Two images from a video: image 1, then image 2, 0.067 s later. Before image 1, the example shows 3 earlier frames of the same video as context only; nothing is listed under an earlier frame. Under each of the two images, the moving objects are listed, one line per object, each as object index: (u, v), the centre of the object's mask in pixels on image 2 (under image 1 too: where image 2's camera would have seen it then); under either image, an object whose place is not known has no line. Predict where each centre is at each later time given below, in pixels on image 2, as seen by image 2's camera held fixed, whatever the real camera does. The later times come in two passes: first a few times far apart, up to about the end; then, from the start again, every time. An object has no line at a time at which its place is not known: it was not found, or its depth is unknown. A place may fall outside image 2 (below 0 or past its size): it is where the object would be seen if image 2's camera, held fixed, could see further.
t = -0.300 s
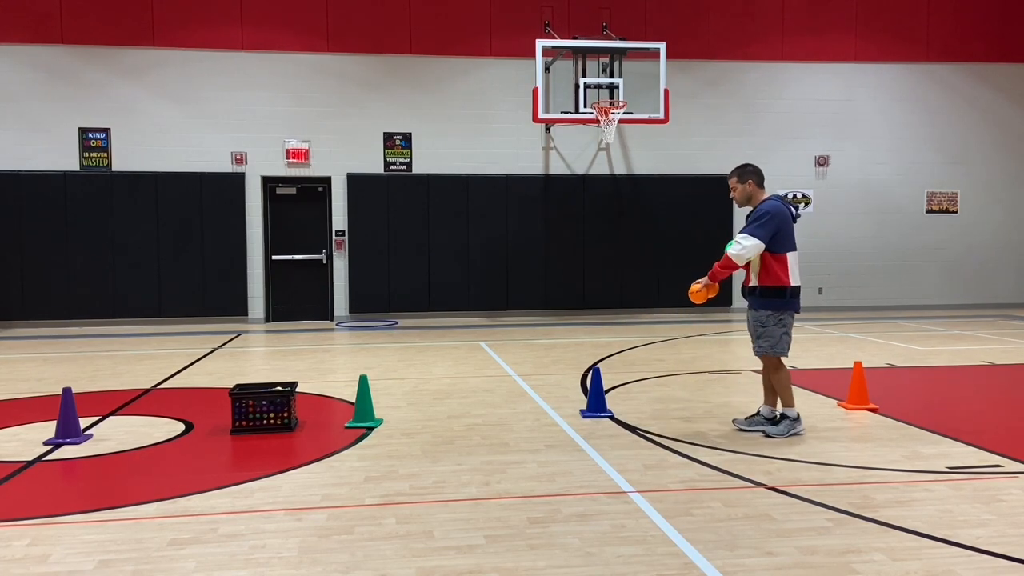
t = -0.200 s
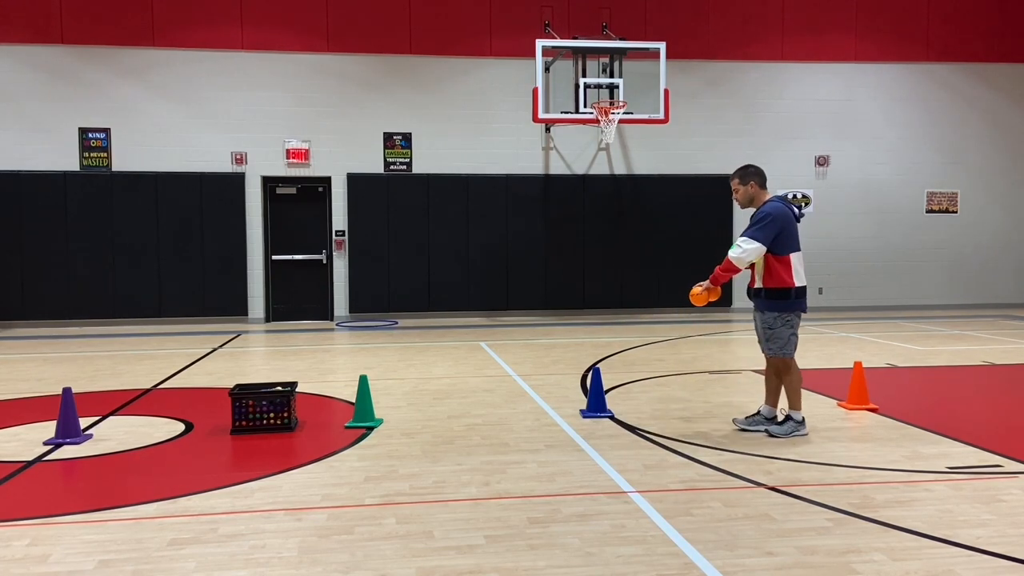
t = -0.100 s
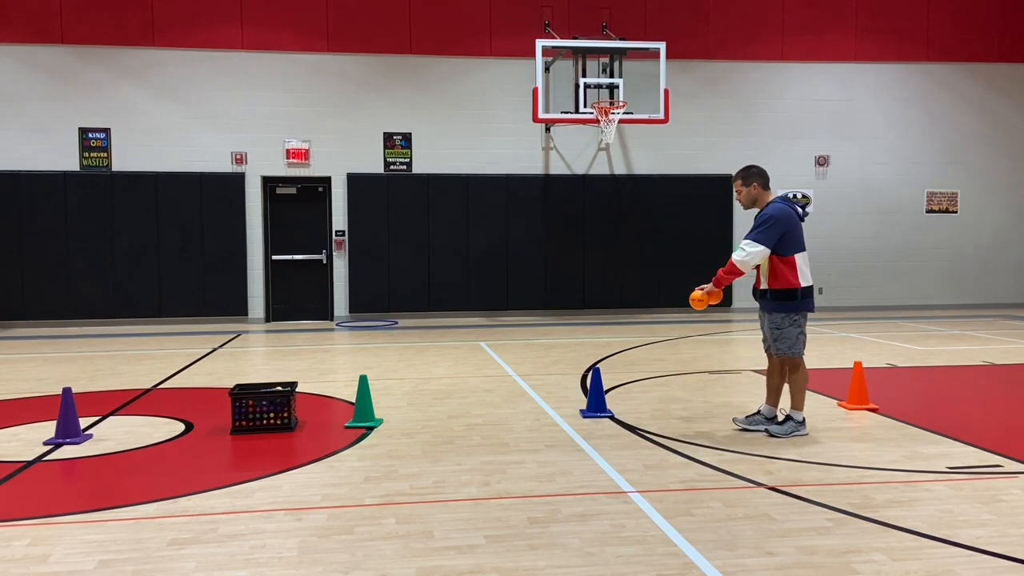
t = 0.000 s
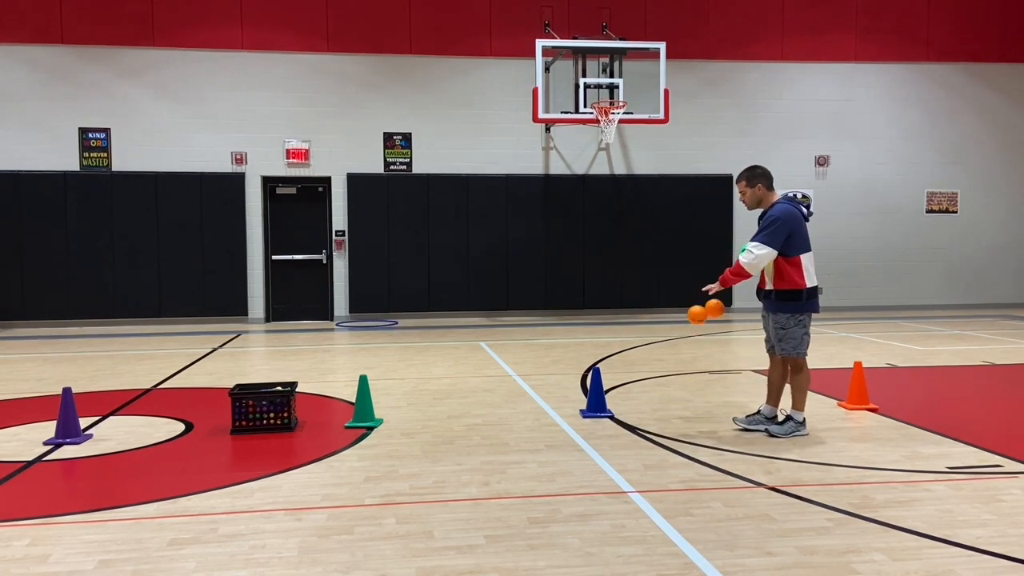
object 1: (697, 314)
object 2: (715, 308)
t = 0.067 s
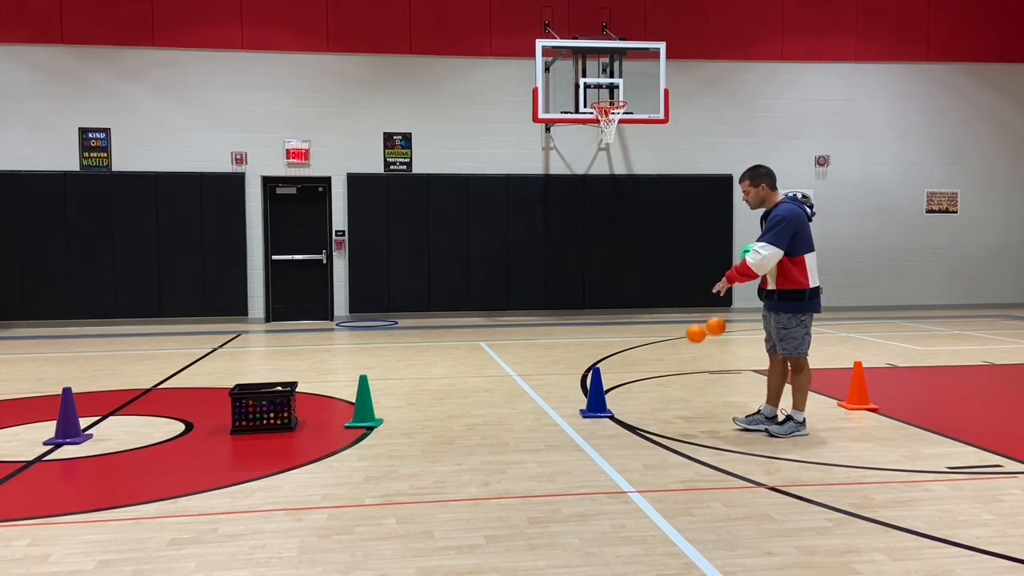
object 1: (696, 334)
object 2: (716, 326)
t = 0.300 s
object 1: (692, 413)
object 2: (721, 412)
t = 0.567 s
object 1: (691, 385)
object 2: (724, 377)
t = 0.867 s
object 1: (690, 410)
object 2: (727, 405)
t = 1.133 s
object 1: (689, 420)
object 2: (729, 414)
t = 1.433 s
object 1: (687, 427)
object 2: (729, 420)
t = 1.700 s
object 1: (684, 429)
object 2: (728, 421)
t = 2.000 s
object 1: (681, 429)
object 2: (726, 421)
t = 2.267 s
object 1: (680, 429)
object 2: (723, 421)
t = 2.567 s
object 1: (679, 429)
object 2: (719, 421)
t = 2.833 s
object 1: (680, 429)
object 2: (715, 421)
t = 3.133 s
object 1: (683, 428)
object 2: (711, 420)
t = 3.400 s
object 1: (685, 427)
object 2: (710, 420)
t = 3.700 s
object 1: (686, 427)
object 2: (711, 420)
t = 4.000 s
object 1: (686, 427)
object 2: (713, 420)
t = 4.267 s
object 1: (685, 427)
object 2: (713, 420)
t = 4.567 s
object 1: (684, 428)
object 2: (713, 420)
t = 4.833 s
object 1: (682, 428)
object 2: (713, 420)
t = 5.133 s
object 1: (682, 428)
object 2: (713, 420)
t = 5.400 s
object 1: (682, 429)
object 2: (713, 420)
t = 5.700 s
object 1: (682, 428)
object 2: (713, 420)
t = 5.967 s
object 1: (683, 428)
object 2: (713, 420)
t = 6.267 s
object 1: (684, 428)
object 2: (713, 421)
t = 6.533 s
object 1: (684, 428)
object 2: (713, 420)
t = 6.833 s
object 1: (684, 428)
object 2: (713, 420)
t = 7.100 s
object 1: (684, 428)
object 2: (713, 420)
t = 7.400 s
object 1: (683, 428)
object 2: (713, 420)
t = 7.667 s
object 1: (684, 428)
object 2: (713, 420)
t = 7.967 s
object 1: (684, 428)
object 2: (713, 421)
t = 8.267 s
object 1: (683, 428)
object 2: (713, 421)
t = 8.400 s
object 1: (684, 428)
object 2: (713, 420)
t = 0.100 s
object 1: (695, 346)
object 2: (716, 338)
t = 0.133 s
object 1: (694, 359)
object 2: (717, 351)
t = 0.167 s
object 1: (694, 374)
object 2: (718, 366)
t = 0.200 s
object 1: (693, 391)
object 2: (718, 382)
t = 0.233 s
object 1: (693, 409)
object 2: (719, 400)
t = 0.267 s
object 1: (692, 424)
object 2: (720, 419)
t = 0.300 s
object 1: (692, 413)
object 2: (721, 412)
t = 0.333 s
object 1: (692, 403)
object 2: (721, 402)
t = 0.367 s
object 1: (691, 395)
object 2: (721, 393)
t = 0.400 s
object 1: (691, 389)
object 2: (722, 386)
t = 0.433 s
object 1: (691, 385)
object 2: (722, 381)
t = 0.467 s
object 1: (691, 382)
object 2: (723, 378)
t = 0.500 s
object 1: (691, 381)
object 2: (723, 376)
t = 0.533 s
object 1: (691, 382)
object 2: (724, 376)
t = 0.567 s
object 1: (691, 385)
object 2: (724, 377)
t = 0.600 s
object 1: (691, 389)
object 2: (724, 381)
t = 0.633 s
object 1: (691, 395)
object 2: (725, 386)
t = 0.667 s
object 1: (690, 403)
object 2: (725, 392)
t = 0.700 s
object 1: (690, 413)
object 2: (726, 400)
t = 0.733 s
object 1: (690, 424)
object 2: (726, 410)
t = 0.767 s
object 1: (690, 421)
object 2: (727, 421)
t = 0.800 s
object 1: (690, 416)
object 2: (727, 414)
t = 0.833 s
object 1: (690, 412)
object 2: (727, 409)
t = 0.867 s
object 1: (690, 410)
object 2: (727, 405)
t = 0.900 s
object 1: (690, 409)
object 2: (728, 404)
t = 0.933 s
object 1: (690, 411)
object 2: (728, 404)
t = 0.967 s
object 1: (690, 414)
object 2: (728, 405)
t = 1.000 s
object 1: (690, 419)
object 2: (728, 408)
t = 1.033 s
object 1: (689, 425)
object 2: (729, 413)
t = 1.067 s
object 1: (689, 424)
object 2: (729, 420)
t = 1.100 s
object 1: (689, 421)
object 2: (729, 417)
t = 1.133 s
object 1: (689, 420)
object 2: (729, 414)
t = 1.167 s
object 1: (689, 420)
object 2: (729, 414)
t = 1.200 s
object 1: (689, 423)
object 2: (729, 414)
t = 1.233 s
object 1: (689, 427)
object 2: (729, 417)
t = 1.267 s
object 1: (688, 426)
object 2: (729, 420)
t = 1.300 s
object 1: (688, 424)
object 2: (729, 419)
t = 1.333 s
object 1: (688, 425)
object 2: (729, 418)
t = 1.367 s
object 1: (688, 427)
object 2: (729, 419)
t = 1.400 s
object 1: (687, 427)
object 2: (729, 420)
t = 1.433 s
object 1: (687, 427)
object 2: (729, 420)
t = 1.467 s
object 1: (687, 427)
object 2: (729, 420)
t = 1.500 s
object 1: (686, 428)
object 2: (729, 420)
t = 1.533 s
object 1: (686, 427)
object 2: (729, 420)
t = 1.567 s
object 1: (685, 428)
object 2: (729, 420)
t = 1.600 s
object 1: (685, 428)
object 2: (729, 421)
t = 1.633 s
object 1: (684, 428)
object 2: (729, 421)
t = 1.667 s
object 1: (684, 429)
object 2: (728, 421)
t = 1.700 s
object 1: (684, 429)
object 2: (728, 421)
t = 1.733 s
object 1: (683, 429)
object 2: (728, 421)
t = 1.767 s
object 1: (683, 429)
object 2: (728, 421)
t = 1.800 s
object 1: (682, 429)
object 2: (727, 421)
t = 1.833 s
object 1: (682, 429)
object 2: (727, 421)
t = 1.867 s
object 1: (682, 429)
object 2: (727, 421)
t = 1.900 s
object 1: (681, 429)
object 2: (727, 421)
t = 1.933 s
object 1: (681, 429)
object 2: (726, 421)
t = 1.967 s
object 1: (681, 429)
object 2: (726, 421)
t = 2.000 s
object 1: (681, 429)
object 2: (726, 421)
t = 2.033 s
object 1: (680, 429)
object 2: (726, 421)
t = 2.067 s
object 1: (680, 429)
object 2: (725, 421)
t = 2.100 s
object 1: (680, 429)
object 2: (725, 421)
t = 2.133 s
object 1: (680, 429)
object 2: (725, 421)
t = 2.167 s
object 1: (680, 429)
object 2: (725, 421)
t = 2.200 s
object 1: (680, 429)
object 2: (724, 421)
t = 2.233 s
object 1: (680, 429)
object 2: (724, 421)
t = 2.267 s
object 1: (680, 429)
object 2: (723, 421)
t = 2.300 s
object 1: (679, 429)
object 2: (723, 421)
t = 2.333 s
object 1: (679, 429)
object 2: (722, 422)
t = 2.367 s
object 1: (679, 429)
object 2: (722, 421)
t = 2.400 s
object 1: (679, 430)
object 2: (721, 421)
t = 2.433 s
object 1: (679, 429)
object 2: (721, 421)
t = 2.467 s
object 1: (679, 429)
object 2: (720, 421)
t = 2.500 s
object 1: (679, 429)
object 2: (720, 421)
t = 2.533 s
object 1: (679, 429)
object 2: (719, 421)
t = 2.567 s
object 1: (679, 429)
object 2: (719, 421)
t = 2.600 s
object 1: (679, 429)
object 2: (718, 421)
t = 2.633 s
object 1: (679, 429)
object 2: (718, 421)
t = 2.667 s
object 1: (679, 429)
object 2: (717, 421)
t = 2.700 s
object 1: (680, 429)
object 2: (717, 421)
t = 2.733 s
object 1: (680, 429)
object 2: (716, 421)
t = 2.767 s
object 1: (680, 429)
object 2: (716, 421)
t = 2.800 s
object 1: (680, 429)
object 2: (715, 421)
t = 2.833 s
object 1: (680, 429)
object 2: (715, 421)
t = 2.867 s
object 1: (681, 429)
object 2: (714, 421)
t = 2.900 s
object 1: (681, 429)
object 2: (714, 421)
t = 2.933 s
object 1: (681, 429)
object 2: (714, 421)
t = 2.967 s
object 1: (681, 429)
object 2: (713, 421)
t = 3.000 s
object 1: (682, 428)
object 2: (713, 421)
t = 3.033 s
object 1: (682, 428)
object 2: (712, 420)
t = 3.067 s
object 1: (682, 428)
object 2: (712, 421)
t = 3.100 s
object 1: (683, 428)
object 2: (712, 421)
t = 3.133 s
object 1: (683, 428)
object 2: (711, 420)
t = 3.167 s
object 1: (683, 428)
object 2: (711, 420)
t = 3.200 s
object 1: (684, 428)
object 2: (711, 420)
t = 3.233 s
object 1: (684, 428)
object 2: (711, 420)
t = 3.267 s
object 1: (684, 428)
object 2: (710, 420)
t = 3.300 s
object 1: (684, 428)
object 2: (710, 420)
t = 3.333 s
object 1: (685, 428)
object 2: (710, 420)
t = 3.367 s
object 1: (685, 428)
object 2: (710, 420)
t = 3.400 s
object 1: (685, 427)
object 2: (710, 420)
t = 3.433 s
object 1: (685, 427)
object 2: (710, 420)
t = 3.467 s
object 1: (686, 427)
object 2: (710, 420)
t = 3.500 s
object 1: (686, 427)
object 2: (710, 420)
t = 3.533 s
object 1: (686, 427)
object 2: (710, 420)
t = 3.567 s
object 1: (686, 427)
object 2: (710, 420)
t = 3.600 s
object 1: (686, 427)
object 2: (710, 420)
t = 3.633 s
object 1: (686, 427)
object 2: (710, 420)
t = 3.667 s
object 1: (686, 427)
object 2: (710, 420)
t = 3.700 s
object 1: (686, 427)
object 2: (711, 420)
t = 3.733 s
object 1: (686, 427)
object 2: (711, 420)
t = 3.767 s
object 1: (686, 427)
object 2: (711, 420)
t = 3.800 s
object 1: (686, 427)
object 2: (712, 420)
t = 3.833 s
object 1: (686, 427)
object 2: (712, 420)
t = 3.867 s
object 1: (686, 427)
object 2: (712, 420)
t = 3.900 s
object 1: (686, 427)
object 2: (713, 420)
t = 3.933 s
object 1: (686, 427)
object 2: (713, 420)
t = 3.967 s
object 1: (686, 427)
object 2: (713, 420)
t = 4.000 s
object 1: (686, 427)
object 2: (713, 420)
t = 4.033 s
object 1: (686, 427)
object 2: (713, 420)
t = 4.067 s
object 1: (686, 427)
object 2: (713, 420)
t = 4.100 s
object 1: (686, 427)
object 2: (713, 420)
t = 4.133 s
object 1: (686, 427)
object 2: (713, 420)
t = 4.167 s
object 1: (686, 427)
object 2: (713, 420)
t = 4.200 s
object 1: (686, 427)
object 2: (713, 420)
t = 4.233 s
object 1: (686, 427)
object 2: (713, 420)
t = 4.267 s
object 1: (685, 427)
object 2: (713, 420)
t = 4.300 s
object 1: (685, 427)
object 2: (713, 420)
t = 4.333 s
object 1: (685, 427)
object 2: (713, 420)
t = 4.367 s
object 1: (685, 427)
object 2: (713, 420)
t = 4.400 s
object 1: (685, 427)
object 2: (713, 420)
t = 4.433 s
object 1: (685, 427)
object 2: (713, 420)
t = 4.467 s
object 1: (684, 428)
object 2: (713, 420)
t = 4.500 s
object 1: (684, 428)
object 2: (713, 420)
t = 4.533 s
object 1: (684, 428)
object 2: (713, 420)
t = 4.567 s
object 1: (684, 428)
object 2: (713, 420)
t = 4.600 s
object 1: (684, 428)
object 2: (713, 420)
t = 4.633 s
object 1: (684, 428)
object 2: (713, 420)
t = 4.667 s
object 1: (683, 428)
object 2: (713, 420)
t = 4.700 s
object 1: (683, 428)
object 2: (713, 420)
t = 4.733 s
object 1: (683, 428)
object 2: (713, 420)
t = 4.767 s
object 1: (683, 428)
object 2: (713, 420)
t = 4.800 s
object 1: (682, 428)
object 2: (713, 420)
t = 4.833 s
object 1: (682, 428)
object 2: (713, 420)
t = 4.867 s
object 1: (682, 428)
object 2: (713, 420)
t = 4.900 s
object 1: (682, 428)
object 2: (713, 420)
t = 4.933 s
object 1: (682, 428)
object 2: (713, 420)
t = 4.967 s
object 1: (682, 428)
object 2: (713, 420)
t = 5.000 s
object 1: (682, 428)
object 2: (713, 420)
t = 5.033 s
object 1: (682, 428)
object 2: (713, 421)
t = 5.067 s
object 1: (682, 429)
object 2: (713, 421)
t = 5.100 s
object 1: (682, 429)
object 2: (713, 420)
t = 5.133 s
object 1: (682, 428)
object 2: (713, 420)
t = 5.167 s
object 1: (682, 428)
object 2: (713, 420)
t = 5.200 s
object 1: (681, 429)
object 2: (713, 420)
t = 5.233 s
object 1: (682, 428)
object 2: (713, 420)
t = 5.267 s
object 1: (682, 429)
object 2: (713, 421)
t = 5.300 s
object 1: (682, 429)
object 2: (713, 420)
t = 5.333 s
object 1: (682, 429)
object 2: (713, 420)
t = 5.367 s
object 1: (682, 429)
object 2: (713, 420)
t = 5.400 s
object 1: (682, 429)
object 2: (713, 420)
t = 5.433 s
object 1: (682, 429)
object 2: (713, 420)
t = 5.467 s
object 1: (682, 429)
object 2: (713, 420)
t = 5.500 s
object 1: (682, 429)
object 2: (713, 420)
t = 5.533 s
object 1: (682, 429)
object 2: (713, 420)
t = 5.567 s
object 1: (682, 429)
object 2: (713, 420)
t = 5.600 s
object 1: (682, 429)
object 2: (713, 420)
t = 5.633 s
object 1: (682, 429)
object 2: (713, 420)
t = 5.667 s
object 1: (682, 429)
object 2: (713, 421)
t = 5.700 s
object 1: (682, 428)
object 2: (713, 420)
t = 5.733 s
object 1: (682, 428)
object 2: (713, 420)
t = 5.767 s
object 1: (682, 428)
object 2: (713, 420)
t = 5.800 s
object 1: (682, 428)
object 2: (713, 420)
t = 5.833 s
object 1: (683, 428)
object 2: (713, 420)
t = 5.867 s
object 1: (683, 428)
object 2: (713, 420)
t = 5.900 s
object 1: (683, 428)
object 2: (713, 420)
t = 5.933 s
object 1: (683, 428)
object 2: (713, 420)
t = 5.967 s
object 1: (683, 428)
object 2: (713, 420)
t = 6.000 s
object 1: (683, 428)
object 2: (713, 421)
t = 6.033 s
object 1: (683, 428)
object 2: (713, 421)
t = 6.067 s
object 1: (683, 428)
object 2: (713, 420)
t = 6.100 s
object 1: (683, 428)
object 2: (713, 420)
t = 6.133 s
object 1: (683, 428)
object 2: (713, 420)
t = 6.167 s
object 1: (683, 428)
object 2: (713, 420)
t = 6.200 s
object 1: (684, 428)
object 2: (713, 420)
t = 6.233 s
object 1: (684, 428)
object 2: (713, 421)
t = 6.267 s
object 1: (684, 428)
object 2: (713, 421)
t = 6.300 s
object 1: (684, 428)
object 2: (713, 420)
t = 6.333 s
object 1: (684, 428)
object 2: (713, 420)
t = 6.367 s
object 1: (684, 428)
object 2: (713, 420)
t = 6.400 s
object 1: (684, 428)
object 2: (713, 420)
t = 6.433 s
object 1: (684, 428)
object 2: (713, 421)
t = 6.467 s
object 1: (684, 428)
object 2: (713, 420)
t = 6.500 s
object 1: (684, 428)
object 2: (713, 420)
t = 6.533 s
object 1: (684, 428)
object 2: (713, 420)
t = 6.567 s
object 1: (684, 428)
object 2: (713, 420)
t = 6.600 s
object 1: (684, 428)
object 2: (713, 420)
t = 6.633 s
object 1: (684, 428)
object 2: (713, 420)
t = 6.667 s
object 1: (684, 428)
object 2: (713, 420)
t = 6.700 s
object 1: (684, 428)
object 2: (713, 420)
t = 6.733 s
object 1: (684, 428)
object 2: (713, 420)
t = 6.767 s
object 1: (684, 428)
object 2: (713, 420)
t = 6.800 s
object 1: (684, 428)
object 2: (713, 420)
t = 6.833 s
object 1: (684, 428)
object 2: (713, 420)
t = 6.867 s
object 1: (684, 428)
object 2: (713, 420)
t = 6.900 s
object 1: (684, 428)
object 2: (713, 420)
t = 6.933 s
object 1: (684, 428)
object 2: (713, 420)
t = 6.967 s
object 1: (684, 428)
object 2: (713, 420)
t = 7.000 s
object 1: (684, 428)
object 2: (713, 421)
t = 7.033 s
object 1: (684, 428)
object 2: (713, 421)
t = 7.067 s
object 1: (684, 428)
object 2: (713, 420)
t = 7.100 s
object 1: (684, 428)
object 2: (713, 420)
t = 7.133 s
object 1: (683, 428)
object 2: (713, 421)
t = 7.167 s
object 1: (684, 428)
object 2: (713, 421)
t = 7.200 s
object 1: (684, 428)
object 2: (713, 420)
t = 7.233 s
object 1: (684, 428)
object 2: (713, 421)
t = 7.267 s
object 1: (684, 428)
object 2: (713, 420)
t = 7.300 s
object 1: (683, 428)
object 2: (713, 420)
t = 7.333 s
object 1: (683, 428)
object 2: (713, 421)
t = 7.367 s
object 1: (683, 428)
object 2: (713, 421)
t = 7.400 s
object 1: (683, 428)
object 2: (713, 420)
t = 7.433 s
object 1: (683, 428)
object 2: (713, 420)
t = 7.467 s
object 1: (683, 428)
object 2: (713, 421)
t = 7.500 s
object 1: (683, 428)
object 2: (713, 420)
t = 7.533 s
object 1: (683, 428)
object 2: (713, 421)
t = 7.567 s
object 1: (683, 428)
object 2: (713, 421)
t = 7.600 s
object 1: (683, 428)
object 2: (713, 421)
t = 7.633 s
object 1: (683, 428)
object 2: (713, 421)
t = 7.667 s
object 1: (684, 428)
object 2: (713, 420)
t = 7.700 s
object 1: (684, 428)
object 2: (713, 421)
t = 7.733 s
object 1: (684, 428)
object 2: (713, 421)
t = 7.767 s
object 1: (684, 428)
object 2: (713, 421)
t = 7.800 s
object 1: (684, 428)
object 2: (713, 420)
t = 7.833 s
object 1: (684, 428)
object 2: (713, 421)
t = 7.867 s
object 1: (684, 428)
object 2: (713, 421)
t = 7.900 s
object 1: (684, 428)
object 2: (713, 421)
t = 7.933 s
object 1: (684, 428)
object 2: (713, 421)
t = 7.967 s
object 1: (684, 428)
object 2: (713, 421)
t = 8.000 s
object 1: (684, 428)
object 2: (713, 421)
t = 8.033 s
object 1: (684, 428)
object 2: (713, 421)
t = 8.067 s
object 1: (684, 428)
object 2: (713, 421)
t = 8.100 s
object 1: (684, 428)
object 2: (713, 421)
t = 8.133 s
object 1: (684, 428)
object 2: (713, 421)
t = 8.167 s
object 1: (684, 428)
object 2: (713, 421)
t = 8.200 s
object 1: (684, 428)
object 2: (713, 421)
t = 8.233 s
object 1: (684, 428)
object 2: (713, 421)
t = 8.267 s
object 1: (683, 428)
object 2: (713, 421)
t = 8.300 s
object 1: (683, 428)
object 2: (713, 421)
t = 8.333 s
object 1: (684, 428)
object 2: (713, 421)
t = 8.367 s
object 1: (684, 428)
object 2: (713, 421)
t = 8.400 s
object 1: (684, 428)
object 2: (713, 420)
